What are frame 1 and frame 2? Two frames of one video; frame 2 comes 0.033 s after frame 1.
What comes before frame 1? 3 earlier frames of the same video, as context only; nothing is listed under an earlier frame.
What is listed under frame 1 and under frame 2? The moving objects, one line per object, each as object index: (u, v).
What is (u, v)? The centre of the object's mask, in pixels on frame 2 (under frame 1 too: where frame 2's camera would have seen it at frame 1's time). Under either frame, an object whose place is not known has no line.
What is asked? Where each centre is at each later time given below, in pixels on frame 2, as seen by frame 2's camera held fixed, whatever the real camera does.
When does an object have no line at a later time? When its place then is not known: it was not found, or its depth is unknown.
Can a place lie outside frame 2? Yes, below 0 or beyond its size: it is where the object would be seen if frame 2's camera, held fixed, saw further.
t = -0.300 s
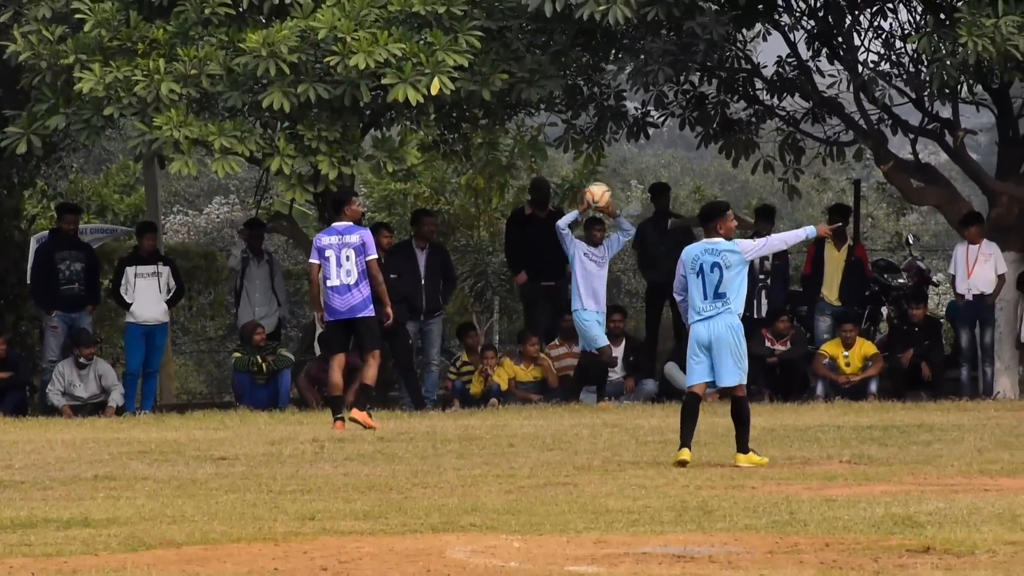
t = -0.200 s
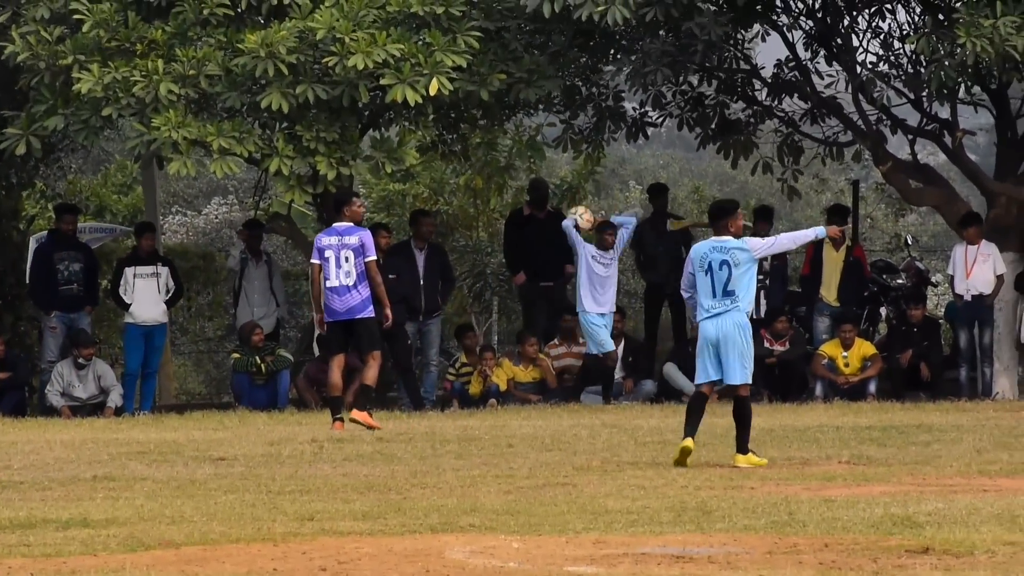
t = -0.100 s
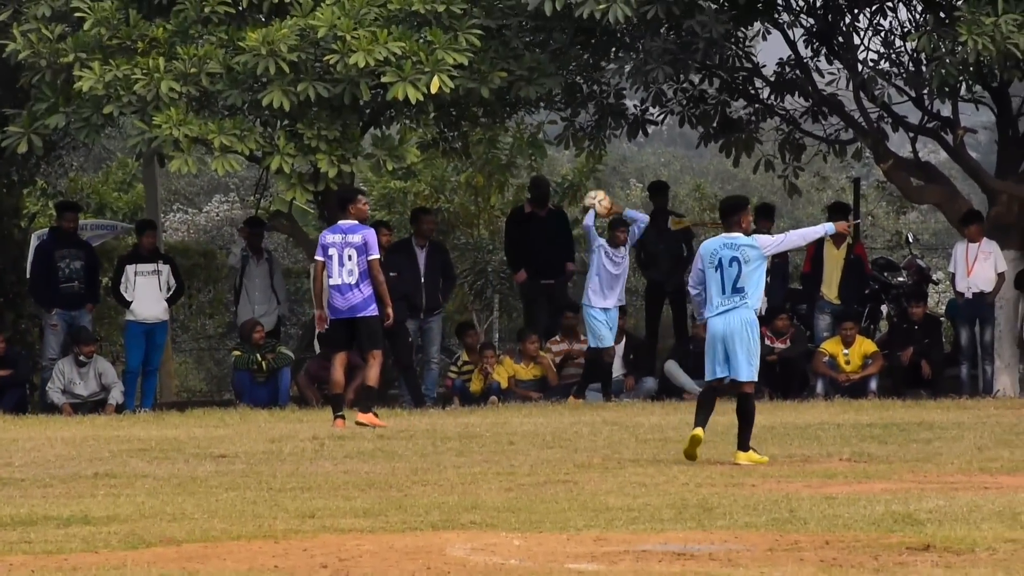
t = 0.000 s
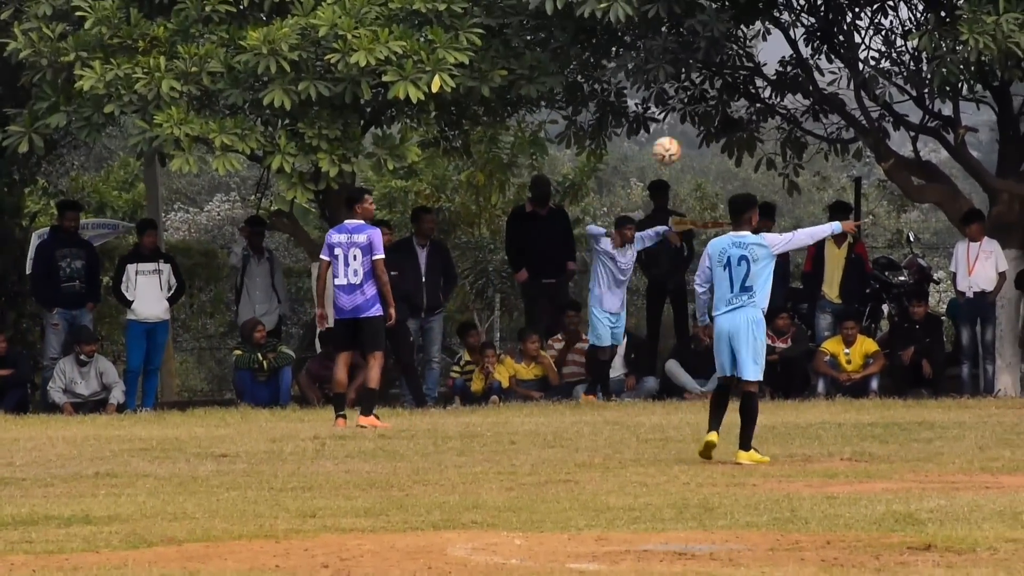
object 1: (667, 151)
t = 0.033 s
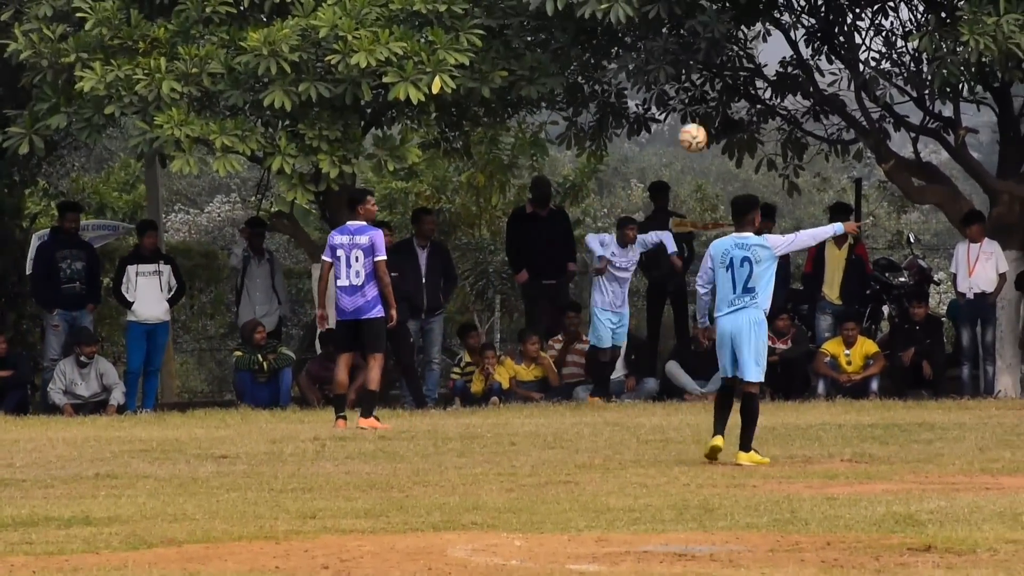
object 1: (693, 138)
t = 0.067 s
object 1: (718, 125)
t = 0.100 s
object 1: (745, 114)
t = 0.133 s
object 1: (771, 103)
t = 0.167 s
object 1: (799, 95)
